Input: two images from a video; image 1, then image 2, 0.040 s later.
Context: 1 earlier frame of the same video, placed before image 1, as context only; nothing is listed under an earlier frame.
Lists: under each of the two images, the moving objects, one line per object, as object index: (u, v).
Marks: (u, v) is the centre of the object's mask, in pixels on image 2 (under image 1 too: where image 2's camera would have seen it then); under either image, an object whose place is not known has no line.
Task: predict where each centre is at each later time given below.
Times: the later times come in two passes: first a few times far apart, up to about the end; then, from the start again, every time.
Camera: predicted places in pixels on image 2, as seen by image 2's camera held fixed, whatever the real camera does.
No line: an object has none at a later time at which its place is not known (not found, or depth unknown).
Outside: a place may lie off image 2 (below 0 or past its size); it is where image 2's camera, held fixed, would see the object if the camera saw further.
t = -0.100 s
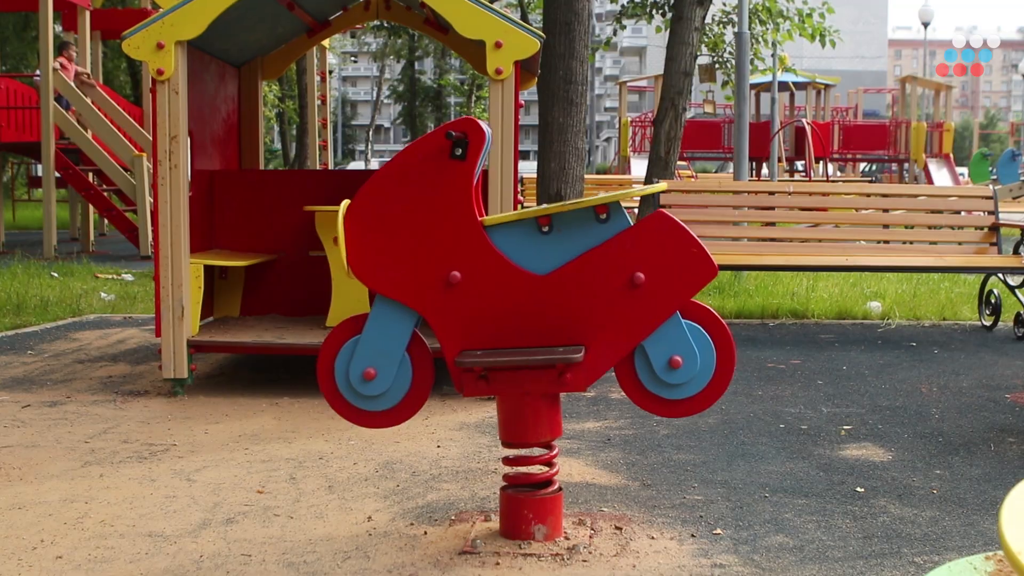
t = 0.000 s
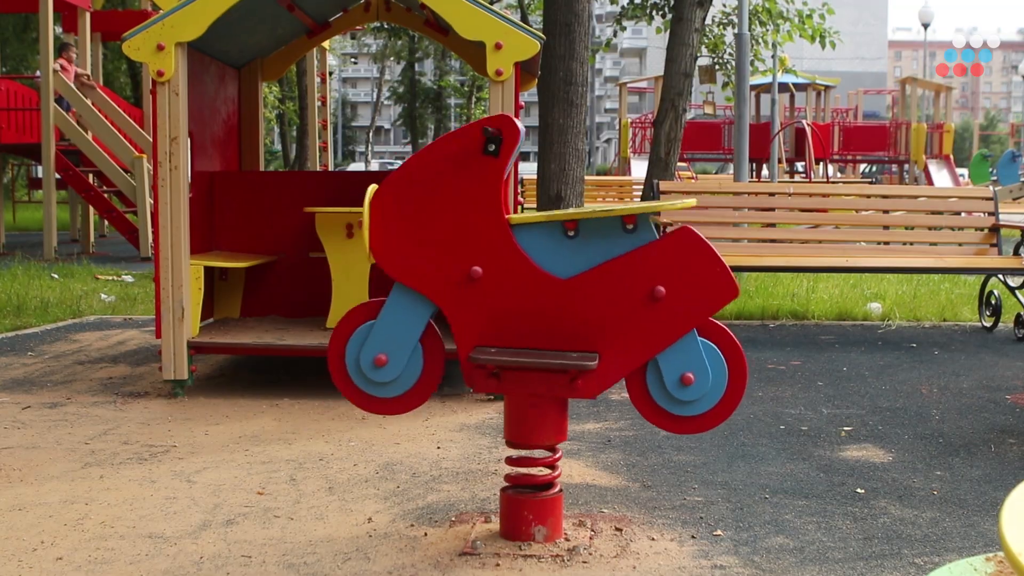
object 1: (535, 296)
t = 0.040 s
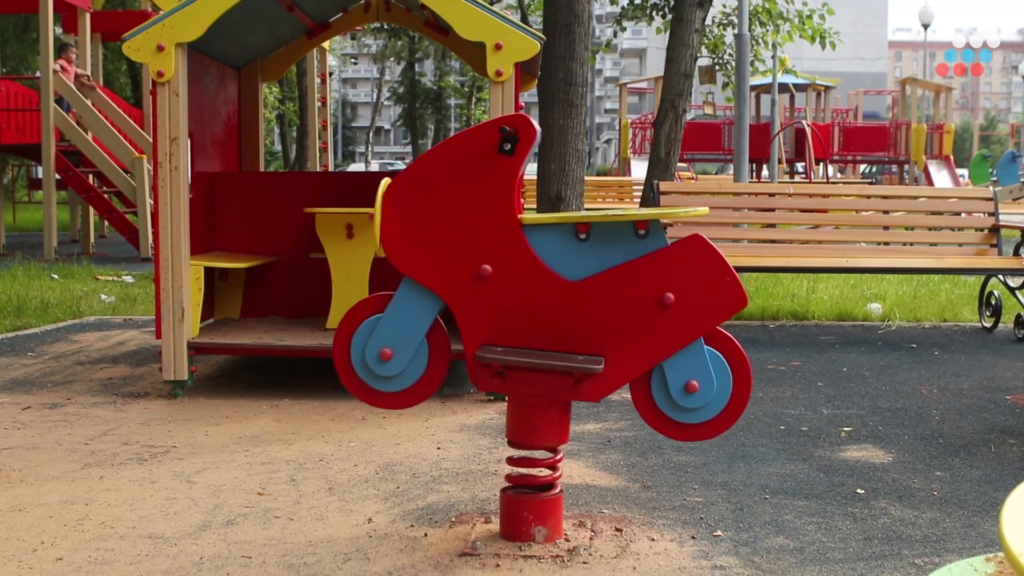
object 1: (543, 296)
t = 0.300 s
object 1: (541, 296)
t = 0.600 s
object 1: (521, 296)
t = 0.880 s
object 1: (554, 297)
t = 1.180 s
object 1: (512, 297)
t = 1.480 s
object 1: (556, 297)
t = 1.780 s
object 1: (516, 296)
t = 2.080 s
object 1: (547, 296)
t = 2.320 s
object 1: (540, 296)
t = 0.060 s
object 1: (547, 296)
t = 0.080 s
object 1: (550, 296)
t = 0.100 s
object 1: (553, 296)
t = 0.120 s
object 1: (555, 297)
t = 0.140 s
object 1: (556, 297)
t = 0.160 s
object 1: (557, 297)
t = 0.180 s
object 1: (556, 297)
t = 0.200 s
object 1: (555, 296)
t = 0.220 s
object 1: (553, 296)
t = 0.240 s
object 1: (551, 296)
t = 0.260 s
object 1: (548, 296)
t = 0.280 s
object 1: (545, 296)
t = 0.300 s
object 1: (541, 296)
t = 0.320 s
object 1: (537, 296)
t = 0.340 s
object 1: (532, 295)
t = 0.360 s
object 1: (528, 295)
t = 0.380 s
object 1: (524, 296)
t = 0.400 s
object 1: (521, 296)
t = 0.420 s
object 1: (517, 296)
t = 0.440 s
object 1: (515, 297)
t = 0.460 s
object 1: (513, 296)
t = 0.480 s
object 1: (512, 296)
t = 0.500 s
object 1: (512, 296)
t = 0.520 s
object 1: (512, 296)
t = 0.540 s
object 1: (513, 296)
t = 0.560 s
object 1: (515, 296)
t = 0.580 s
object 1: (518, 296)
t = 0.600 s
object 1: (521, 296)
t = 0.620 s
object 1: (524, 296)
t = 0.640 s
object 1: (529, 296)
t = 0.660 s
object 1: (533, 296)
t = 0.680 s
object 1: (537, 296)
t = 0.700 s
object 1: (541, 296)
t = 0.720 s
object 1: (545, 296)
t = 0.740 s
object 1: (548, 296)
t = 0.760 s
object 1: (551, 296)
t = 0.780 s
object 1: (553, 297)
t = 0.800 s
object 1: (555, 297)
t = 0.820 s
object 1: (556, 297)
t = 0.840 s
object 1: (557, 297)
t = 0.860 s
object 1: (556, 297)
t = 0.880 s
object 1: (554, 297)
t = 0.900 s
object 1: (552, 296)
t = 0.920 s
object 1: (550, 296)
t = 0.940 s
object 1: (547, 296)
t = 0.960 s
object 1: (543, 296)
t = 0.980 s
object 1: (539, 296)
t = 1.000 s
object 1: (535, 295)
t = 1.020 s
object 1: (531, 295)
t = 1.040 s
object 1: (527, 296)
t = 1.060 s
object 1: (523, 296)
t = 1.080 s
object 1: (520, 296)
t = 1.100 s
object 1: (517, 296)
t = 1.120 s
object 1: (515, 297)
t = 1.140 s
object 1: (513, 297)
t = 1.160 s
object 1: (512, 296)
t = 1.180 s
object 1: (512, 297)
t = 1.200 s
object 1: (513, 297)
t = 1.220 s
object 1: (514, 296)
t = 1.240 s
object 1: (516, 296)
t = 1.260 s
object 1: (519, 296)
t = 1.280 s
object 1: (522, 296)
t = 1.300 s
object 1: (526, 296)
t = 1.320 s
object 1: (530, 296)
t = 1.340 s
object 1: (534, 296)
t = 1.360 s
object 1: (538, 296)
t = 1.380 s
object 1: (542, 296)
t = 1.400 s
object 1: (546, 296)
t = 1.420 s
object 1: (549, 296)
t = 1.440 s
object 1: (552, 297)
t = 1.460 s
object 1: (554, 297)
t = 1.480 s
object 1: (556, 297)
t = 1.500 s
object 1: (556, 297)
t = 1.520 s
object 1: (556, 297)
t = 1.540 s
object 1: (556, 297)
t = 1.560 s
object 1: (554, 297)
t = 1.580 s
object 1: (552, 296)
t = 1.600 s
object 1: (549, 296)
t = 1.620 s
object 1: (546, 296)
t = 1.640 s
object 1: (542, 296)
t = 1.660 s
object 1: (538, 296)
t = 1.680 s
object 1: (534, 296)
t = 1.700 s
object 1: (530, 296)
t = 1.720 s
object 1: (526, 296)
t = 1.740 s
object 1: (522, 296)
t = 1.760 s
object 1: (519, 296)
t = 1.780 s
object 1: (516, 296)
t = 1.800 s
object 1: (514, 296)
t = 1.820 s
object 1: (513, 296)
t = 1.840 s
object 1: (512, 296)
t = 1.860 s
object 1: (512, 296)
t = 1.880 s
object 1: (513, 296)
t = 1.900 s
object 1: (515, 296)
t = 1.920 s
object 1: (517, 296)
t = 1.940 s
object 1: (520, 296)
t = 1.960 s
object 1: (523, 296)
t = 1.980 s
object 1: (527, 296)
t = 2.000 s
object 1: (531, 296)
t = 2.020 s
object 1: (535, 296)
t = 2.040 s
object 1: (539, 296)
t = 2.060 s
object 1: (543, 296)
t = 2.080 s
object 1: (547, 296)
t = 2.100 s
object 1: (550, 296)
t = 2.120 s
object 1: (552, 297)
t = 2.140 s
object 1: (554, 297)
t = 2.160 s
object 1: (555, 297)
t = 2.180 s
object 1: (556, 297)
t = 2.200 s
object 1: (556, 297)
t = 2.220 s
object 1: (555, 297)
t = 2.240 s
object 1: (553, 296)
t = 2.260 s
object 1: (550, 296)
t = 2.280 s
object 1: (547, 296)
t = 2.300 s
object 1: (544, 296)
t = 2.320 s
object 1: (540, 296)
